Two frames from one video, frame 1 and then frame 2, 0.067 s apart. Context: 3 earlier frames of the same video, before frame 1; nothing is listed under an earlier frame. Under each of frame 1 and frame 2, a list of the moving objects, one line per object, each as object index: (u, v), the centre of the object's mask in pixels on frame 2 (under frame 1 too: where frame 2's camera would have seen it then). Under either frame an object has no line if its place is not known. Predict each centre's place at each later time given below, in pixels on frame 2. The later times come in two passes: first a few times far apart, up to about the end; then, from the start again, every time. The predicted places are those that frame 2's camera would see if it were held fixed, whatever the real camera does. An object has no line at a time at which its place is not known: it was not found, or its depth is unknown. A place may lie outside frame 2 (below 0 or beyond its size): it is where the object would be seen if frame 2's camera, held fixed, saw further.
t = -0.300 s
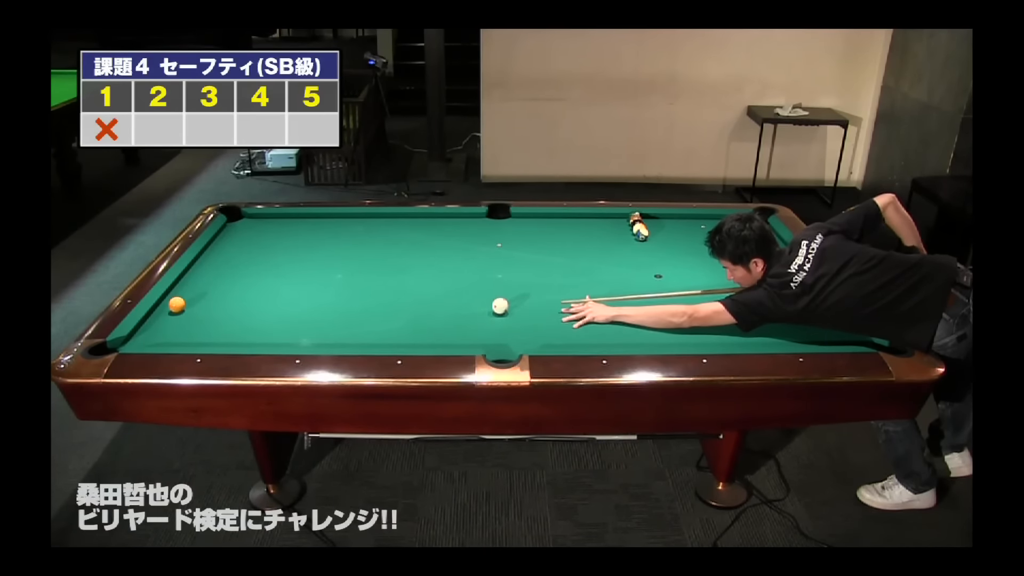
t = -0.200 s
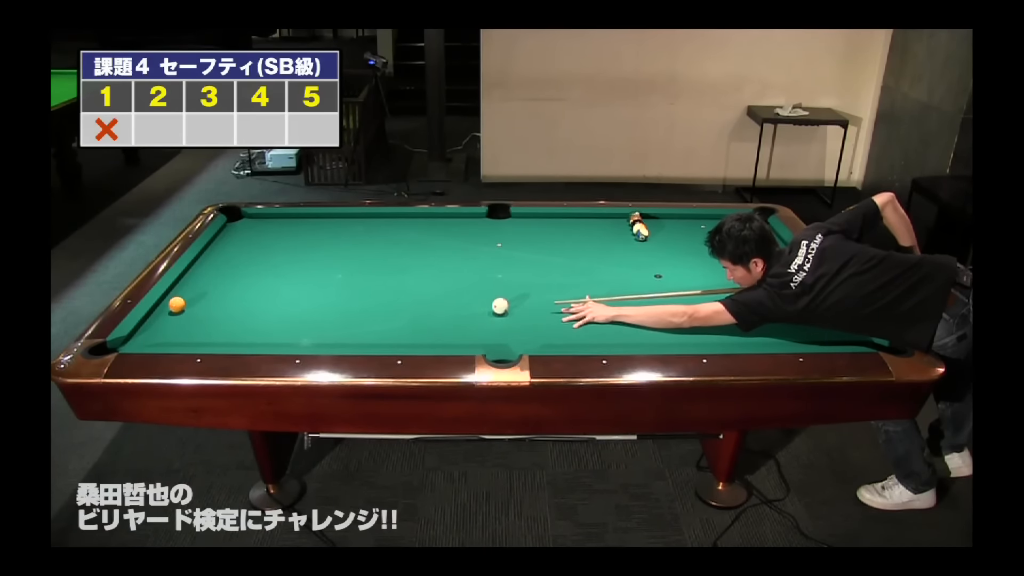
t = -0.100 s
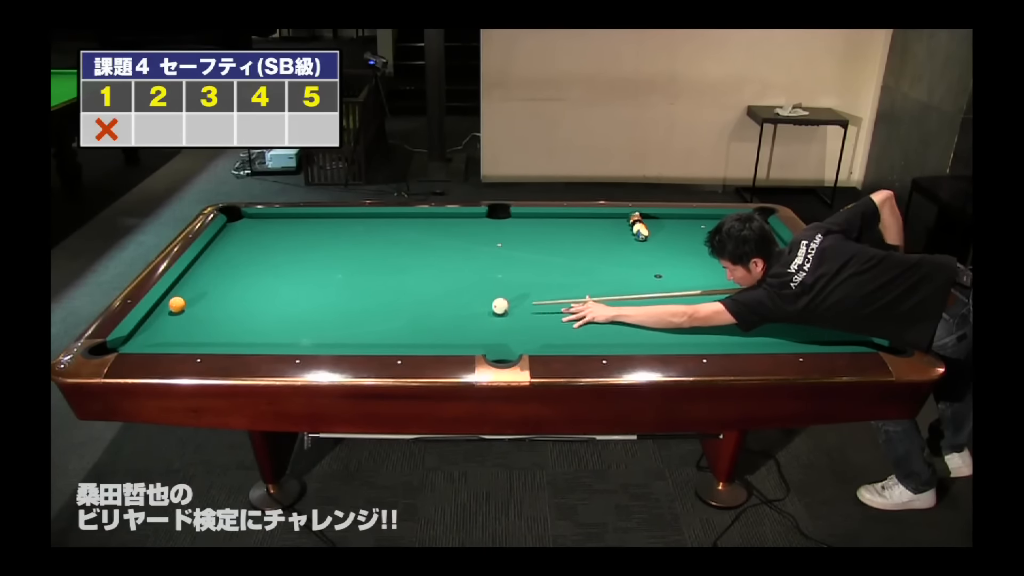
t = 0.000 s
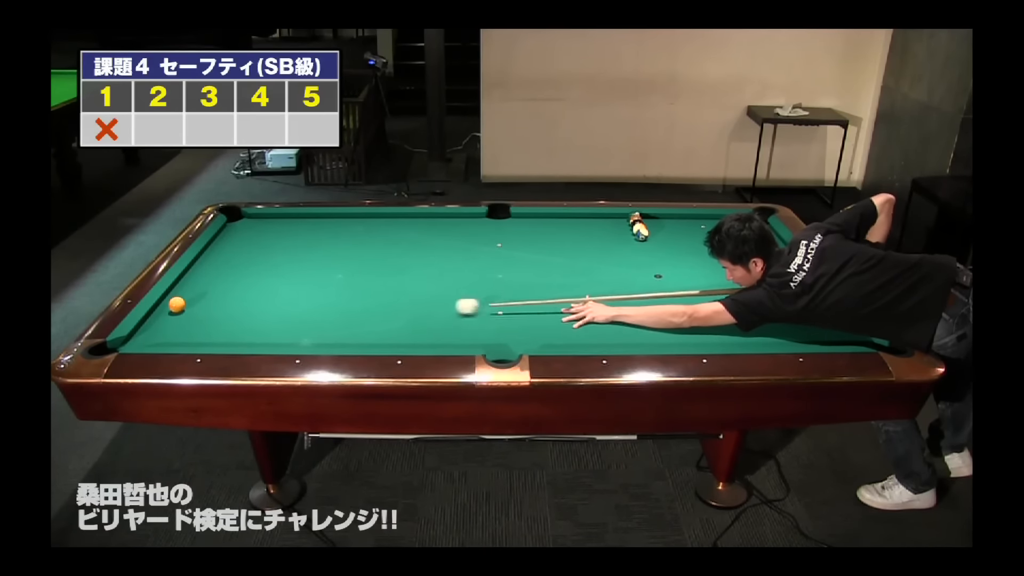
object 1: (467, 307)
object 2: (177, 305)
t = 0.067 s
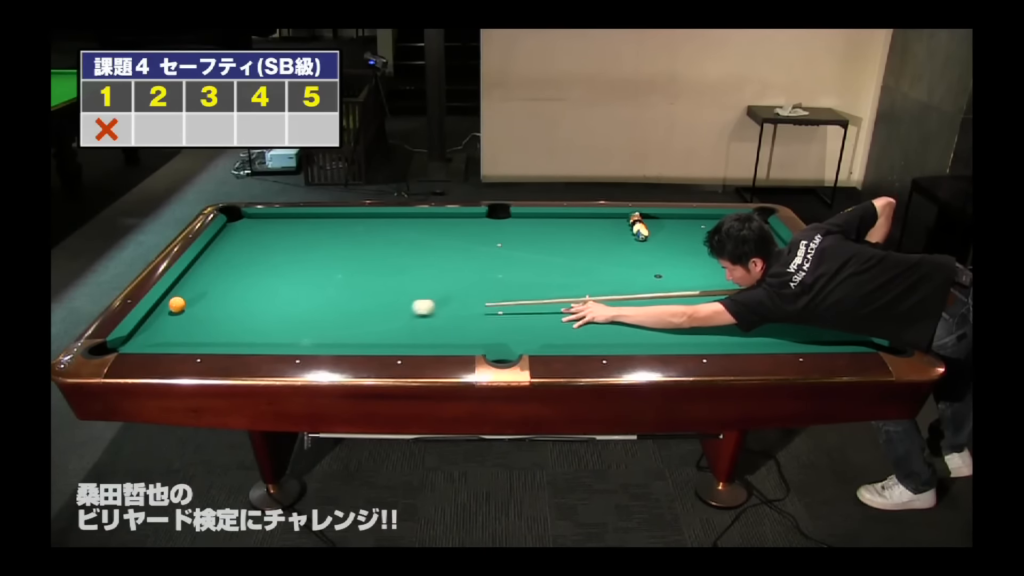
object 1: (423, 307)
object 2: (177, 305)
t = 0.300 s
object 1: (286, 310)
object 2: (177, 305)
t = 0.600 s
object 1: (165, 320)
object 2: (173, 296)
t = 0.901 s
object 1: (237, 339)
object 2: (189, 283)
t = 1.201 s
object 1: (312, 340)
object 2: (209, 273)
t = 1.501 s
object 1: (382, 331)
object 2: (226, 264)
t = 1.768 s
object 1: (440, 323)
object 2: (240, 256)
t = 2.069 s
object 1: (501, 315)
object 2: (253, 249)
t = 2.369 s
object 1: (557, 307)
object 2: (265, 242)
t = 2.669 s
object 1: (609, 300)
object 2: (275, 237)
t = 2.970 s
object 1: (656, 293)
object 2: (284, 232)
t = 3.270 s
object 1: (699, 287)
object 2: (292, 228)
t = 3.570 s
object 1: (739, 282)
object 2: (298, 225)
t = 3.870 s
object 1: (775, 277)
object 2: (304, 222)
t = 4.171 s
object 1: (805, 272)
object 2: (308, 219)
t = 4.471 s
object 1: (782, 268)
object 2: (312, 217)
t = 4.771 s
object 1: (761, 265)
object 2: (315, 216)
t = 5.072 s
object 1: (742, 262)
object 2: (315, 216)
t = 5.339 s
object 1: (727, 259)
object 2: (315, 216)
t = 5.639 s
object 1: (712, 257)
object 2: (315, 216)
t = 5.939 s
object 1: (699, 255)
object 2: (315, 216)
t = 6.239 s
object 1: (688, 253)
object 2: (315, 216)
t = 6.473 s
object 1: (681, 252)
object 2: (315, 216)
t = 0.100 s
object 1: (402, 308)
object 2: (177, 305)
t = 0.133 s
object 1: (382, 308)
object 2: (177, 305)
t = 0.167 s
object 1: (363, 308)
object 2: (177, 305)
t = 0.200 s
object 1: (344, 309)
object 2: (177, 305)
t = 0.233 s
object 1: (324, 309)
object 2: (177, 305)
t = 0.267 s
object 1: (305, 309)
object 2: (177, 305)
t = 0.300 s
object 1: (286, 310)
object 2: (177, 305)
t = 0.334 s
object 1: (267, 310)
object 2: (177, 305)
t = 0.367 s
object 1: (248, 310)
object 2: (177, 305)
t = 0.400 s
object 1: (230, 311)
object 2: (177, 305)
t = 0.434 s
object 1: (211, 311)
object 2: (177, 305)
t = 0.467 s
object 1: (193, 311)
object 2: (176, 305)
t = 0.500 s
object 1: (174, 312)
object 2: (177, 301)
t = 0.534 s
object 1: (157, 316)
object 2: (175, 301)
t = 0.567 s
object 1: (155, 318)
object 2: (174, 299)
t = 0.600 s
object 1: (165, 320)
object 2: (173, 296)
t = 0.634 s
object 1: (174, 322)
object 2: (171, 294)
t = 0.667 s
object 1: (182, 325)
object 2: (172, 292)
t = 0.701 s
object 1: (190, 327)
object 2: (175, 291)
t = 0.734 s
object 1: (197, 329)
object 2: (177, 290)
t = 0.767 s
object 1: (205, 331)
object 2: (180, 289)
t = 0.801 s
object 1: (213, 333)
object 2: (182, 287)
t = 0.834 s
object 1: (221, 335)
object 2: (184, 286)
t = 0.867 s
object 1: (229, 337)
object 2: (187, 284)
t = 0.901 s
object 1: (237, 339)
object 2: (189, 283)
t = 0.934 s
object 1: (245, 340)
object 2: (192, 282)
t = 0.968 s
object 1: (254, 341)
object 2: (194, 281)
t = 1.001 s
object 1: (262, 343)
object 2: (196, 280)
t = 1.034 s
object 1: (270, 343)
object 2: (198, 278)
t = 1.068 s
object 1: (279, 342)
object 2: (200, 277)
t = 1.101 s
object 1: (287, 341)
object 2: (202, 276)
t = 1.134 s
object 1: (295, 341)
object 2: (205, 275)
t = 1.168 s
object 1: (304, 340)
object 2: (207, 274)
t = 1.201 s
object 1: (312, 340)
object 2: (209, 273)
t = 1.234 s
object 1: (320, 339)
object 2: (211, 272)
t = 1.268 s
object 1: (328, 338)
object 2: (213, 271)
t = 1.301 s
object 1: (335, 337)
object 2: (215, 269)
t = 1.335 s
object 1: (343, 336)
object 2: (217, 268)
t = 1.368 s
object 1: (351, 335)
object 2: (219, 267)
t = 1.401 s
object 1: (359, 334)
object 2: (220, 266)
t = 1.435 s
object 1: (367, 333)
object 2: (222, 265)
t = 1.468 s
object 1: (374, 332)
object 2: (224, 265)
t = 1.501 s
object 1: (382, 331)
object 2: (226, 264)
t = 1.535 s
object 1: (389, 330)
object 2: (228, 263)
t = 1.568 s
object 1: (396, 329)
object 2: (230, 262)
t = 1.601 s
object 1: (404, 328)
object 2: (231, 261)
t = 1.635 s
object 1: (411, 327)
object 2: (233, 260)
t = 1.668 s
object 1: (419, 326)
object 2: (235, 259)
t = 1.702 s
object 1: (426, 325)
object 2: (236, 258)
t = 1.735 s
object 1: (433, 324)
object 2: (238, 257)
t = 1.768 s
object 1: (440, 323)
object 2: (240, 256)
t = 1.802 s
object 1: (447, 322)
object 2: (241, 255)
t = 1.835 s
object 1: (454, 321)
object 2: (243, 255)
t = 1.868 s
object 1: (461, 320)
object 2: (244, 254)
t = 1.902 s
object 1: (468, 319)
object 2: (246, 253)
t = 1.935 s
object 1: (475, 318)
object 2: (247, 252)
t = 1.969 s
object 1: (481, 317)
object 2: (249, 251)
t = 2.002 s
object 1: (488, 316)
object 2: (250, 251)
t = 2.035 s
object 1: (494, 316)
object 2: (252, 250)
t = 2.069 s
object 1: (501, 315)
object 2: (253, 249)
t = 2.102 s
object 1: (507, 314)
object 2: (255, 248)
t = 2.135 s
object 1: (514, 313)
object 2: (256, 247)
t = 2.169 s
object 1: (520, 312)
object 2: (257, 247)
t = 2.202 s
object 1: (527, 311)
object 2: (259, 246)
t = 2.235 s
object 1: (533, 310)
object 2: (260, 245)
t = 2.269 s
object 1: (539, 309)
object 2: (261, 245)
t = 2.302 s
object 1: (545, 308)
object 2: (262, 244)
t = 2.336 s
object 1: (551, 308)
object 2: (264, 243)
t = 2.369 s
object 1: (557, 307)
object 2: (265, 242)
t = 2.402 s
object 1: (563, 306)
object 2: (266, 242)
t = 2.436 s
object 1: (569, 305)
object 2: (268, 241)
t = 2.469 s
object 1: (575, 304)
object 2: (269, 240)
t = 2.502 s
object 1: (581, 304)
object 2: (270, 240)
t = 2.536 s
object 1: (587, 303)
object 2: (271, 239)
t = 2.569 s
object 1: (592, 302)
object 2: (272, 239)
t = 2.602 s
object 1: (598, 301)
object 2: (273, 238)
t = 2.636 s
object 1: (603, 301)
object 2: (274, 238)
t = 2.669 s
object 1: (609, 300)
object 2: (275, 237)
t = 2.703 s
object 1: (614, 299)
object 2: (276, 236)
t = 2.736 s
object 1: (620, 298)
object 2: (277, 236)
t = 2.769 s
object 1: (625, 298)
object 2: (278, 235)
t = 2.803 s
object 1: (631, 297)
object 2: (279, 235)
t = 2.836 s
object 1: (636, 296)
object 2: (280, 234)
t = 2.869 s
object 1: (641, 295)
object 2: (281, 234)
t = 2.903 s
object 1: (646, 295)
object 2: (282, 233)
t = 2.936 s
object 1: (651, 294)
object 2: (283, 233)
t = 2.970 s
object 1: (656, 293)
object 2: (284, 232)
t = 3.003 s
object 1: (661, 293)
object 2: (285, 232)
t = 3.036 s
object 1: (666, 292)
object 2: (286, 231)
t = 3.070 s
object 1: (671, 291)
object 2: (287, 231)
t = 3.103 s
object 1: (676, 291)
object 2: (288, 230)
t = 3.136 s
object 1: (681, 290)
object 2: (288, 230)
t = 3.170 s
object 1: (686, 289)
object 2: (289, 229)
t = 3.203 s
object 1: (690, 289)
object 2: (290, 229)
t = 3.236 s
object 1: (695, 288)
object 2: (291, 229)
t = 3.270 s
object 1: (699, 287)
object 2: (292, 228)
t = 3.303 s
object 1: (704, 287)
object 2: (293, 228)
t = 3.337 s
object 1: (708, 286)
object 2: (293, 227)
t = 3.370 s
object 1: (713, 286)
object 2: (294, 227)
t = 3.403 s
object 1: (717, 285)
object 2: (295, 227)
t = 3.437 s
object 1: (722, 284)
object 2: (296, 226)
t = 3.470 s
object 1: (726, 284)
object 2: (296, 226)
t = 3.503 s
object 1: (730, 283)
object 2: (297, 225)
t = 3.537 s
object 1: (734, 282)
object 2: (298, 225)
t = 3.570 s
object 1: (739, 282)
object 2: (298, 225)
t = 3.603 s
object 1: (743, 281)
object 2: (299, 224)
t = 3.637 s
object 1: (747, 281)
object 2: (300, 224)
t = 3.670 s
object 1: (751, 280)
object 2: (300, 224)
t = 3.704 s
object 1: (755, 280)
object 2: (301, 223)
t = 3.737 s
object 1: (759, 279)
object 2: (302, 223)
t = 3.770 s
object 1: (763, 279)
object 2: (302, 223)
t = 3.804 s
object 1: (767, 278)
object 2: (303, 222)
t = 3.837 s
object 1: (771, 277)
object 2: (303, 222)
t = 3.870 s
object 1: (775, 277)
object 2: (304, 222)
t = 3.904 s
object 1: (778, 276)
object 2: (304, 221)
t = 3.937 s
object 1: (782, 276)
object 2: (305, 221)
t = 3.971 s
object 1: (786, 275)
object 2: (306, 221)
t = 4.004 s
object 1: (790, 275)
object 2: (306, 220)
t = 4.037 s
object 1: (793, 274)
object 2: (307, 220)
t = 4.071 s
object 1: (797, 274)
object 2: (307, 220)
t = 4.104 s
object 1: (800, 273)
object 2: (308, 220)
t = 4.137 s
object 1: (804, 272)
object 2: (308, 219)
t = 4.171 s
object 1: (805, 272)
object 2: (308, 219)
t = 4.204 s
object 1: (803, 272)
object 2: (309, 219)
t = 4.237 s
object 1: (800, 271)
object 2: (309, 219)
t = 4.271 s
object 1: (798, 271)
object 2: (310, 218)
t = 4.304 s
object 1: (795, 270)
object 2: (310, 218)
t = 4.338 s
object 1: (792, 270)
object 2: (311, 218)
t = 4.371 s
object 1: (790, 269)
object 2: (311, 218)
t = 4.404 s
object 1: (787, 269)
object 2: (311, 218)
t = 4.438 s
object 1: (785, 269)
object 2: (312, 217)
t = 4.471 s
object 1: (782, 268)
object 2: (312, 217)
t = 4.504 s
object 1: (780, 268)
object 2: (312, 217)
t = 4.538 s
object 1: (777, 267)
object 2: (313, 217)
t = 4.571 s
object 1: (775, 267)
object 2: (313, 217)
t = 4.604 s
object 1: (772, 267)
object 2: (313, 217)
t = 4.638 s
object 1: (770, 266)
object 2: (313, 216)
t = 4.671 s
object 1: (768, 266)
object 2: (314, 216)
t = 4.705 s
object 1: (766, 266)
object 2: (314, 216)
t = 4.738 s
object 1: (763, 265)
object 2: (314, 216)
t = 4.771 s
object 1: (761, 265)
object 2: (315, 216)
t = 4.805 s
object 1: (759, 264)
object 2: (315, 216)
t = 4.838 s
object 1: (756, 264)
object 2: (315, 216)
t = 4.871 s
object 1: (754, 264)
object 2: (315, 216)
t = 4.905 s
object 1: (752, 263)
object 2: (315, 216)
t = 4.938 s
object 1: (750, 263)
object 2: (315, 216)
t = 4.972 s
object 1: (748, 263)
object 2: (315, 216)
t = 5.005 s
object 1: (746, 262)
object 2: (315, 216)
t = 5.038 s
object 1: (744, 262)
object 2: (315, 216)
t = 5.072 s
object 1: (742, 262)
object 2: (315, 216)
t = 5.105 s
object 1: (740, 261)
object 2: (315, 216)
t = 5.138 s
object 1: (738, 261)
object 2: (315, 216)
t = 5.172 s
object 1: (736, 261)
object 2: (315, 216)
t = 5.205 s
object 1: (734, 261)
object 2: (315, 216)
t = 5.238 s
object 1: (732, 260)
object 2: (315, 216)
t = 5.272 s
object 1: (730, 260)
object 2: (315, 216)
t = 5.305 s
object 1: (729, 260)
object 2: (315, 216)
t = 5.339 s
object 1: (727, 259)
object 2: (315, 216)
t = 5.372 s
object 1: (725, 259)
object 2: (315, 216)
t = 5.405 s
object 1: (723, 259)
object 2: (315, 216)
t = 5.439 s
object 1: (722, 259)
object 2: (315, 216)
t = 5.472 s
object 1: (720, 258)
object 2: (315, 216)
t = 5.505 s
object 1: (718, 258)
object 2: (315, 216)
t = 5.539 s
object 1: (717, 258)
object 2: (315, 216)
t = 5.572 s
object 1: (715, 257)
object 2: (315, 216)
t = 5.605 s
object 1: (713, 257)
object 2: (315, 216)
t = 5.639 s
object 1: (712, 257)
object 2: (315, 216)
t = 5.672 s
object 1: (710, 257)
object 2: (315, 216)
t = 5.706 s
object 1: (709, 256)
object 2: (315, 216)
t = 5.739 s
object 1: (707, 256)
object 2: (315, 216)
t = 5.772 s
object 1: (706, 256)
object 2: (315, 216)
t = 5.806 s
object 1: (704, 256)
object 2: (315, 216)
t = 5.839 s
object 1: (703, 256)
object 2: (315, 216)
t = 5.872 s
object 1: (701, 255)
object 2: (315, 216)
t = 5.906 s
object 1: (700, 255)
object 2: (315, 216)
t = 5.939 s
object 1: (699, 255)
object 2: (315, 216)
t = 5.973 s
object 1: (697, 255)
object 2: (315, 216)
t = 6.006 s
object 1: (696, 254)
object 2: (315, 216)
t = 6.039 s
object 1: (695, 254)
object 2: (315, 216)
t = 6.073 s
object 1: (694, 254)
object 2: (315, 216)
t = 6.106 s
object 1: (693, 254)
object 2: (315, 216)
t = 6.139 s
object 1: (691, 254)
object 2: (315, 216)
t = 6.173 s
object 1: (690, 253)
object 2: (315, 216)
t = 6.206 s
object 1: (689, 253)
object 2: (315, 216)
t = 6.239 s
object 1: (688, 253)
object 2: (315, 216)
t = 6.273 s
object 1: (687, 253)
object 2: (315, 216)
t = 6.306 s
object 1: (686, 253)
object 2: (315, 216)
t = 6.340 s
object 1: (685, 252)
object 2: (315, 216)
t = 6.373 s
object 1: (684, 252)
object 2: (315, 216)
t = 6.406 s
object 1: (683, 252)
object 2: (315, 216)
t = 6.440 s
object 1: (682, 252)
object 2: (315, 216)
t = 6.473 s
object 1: (681, 252)
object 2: (315, 216)
